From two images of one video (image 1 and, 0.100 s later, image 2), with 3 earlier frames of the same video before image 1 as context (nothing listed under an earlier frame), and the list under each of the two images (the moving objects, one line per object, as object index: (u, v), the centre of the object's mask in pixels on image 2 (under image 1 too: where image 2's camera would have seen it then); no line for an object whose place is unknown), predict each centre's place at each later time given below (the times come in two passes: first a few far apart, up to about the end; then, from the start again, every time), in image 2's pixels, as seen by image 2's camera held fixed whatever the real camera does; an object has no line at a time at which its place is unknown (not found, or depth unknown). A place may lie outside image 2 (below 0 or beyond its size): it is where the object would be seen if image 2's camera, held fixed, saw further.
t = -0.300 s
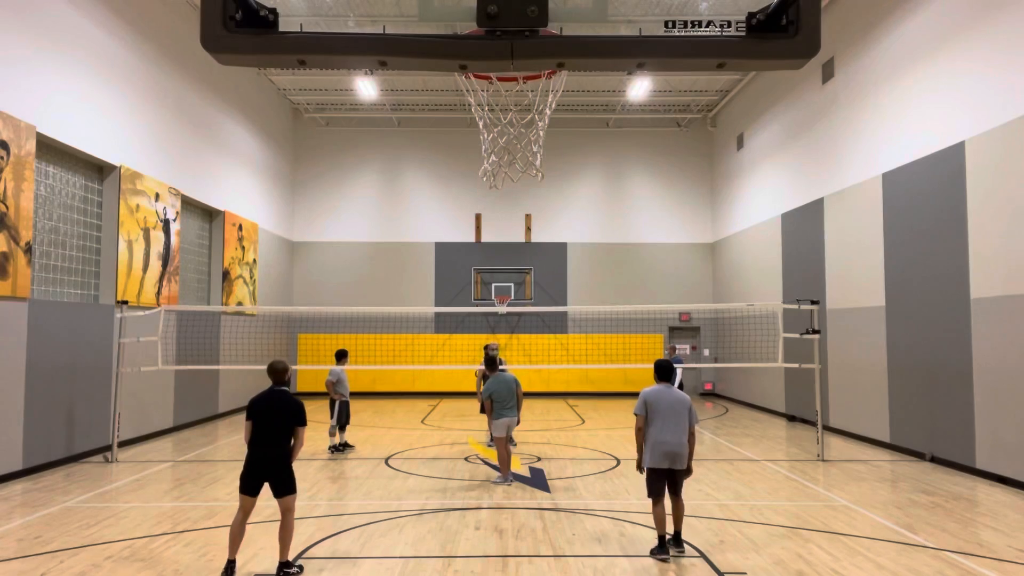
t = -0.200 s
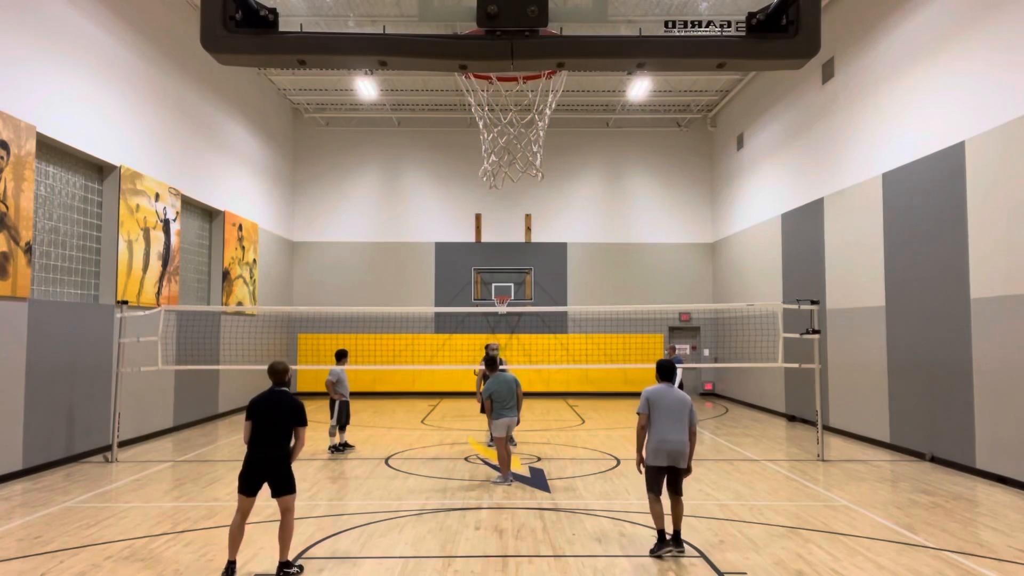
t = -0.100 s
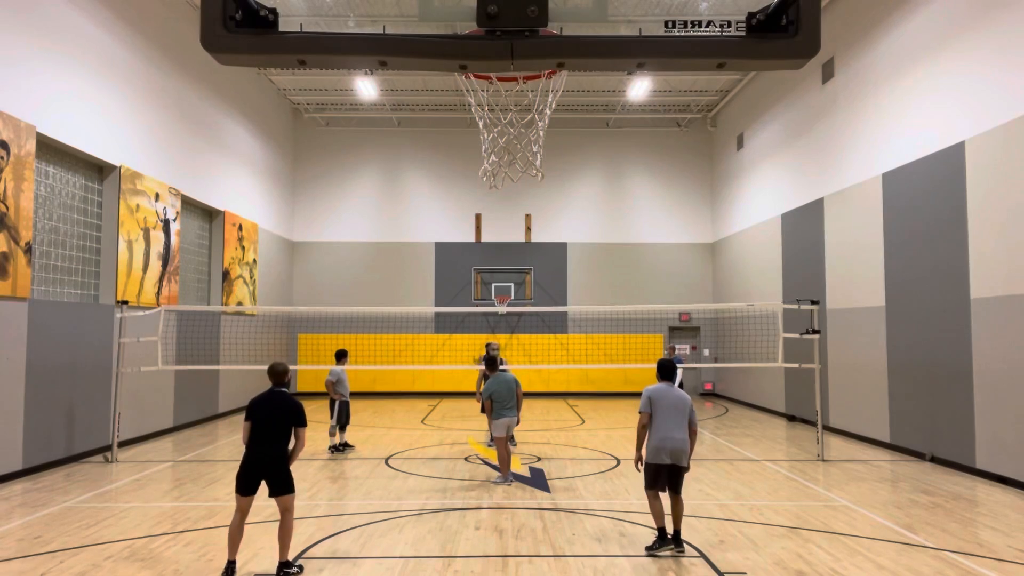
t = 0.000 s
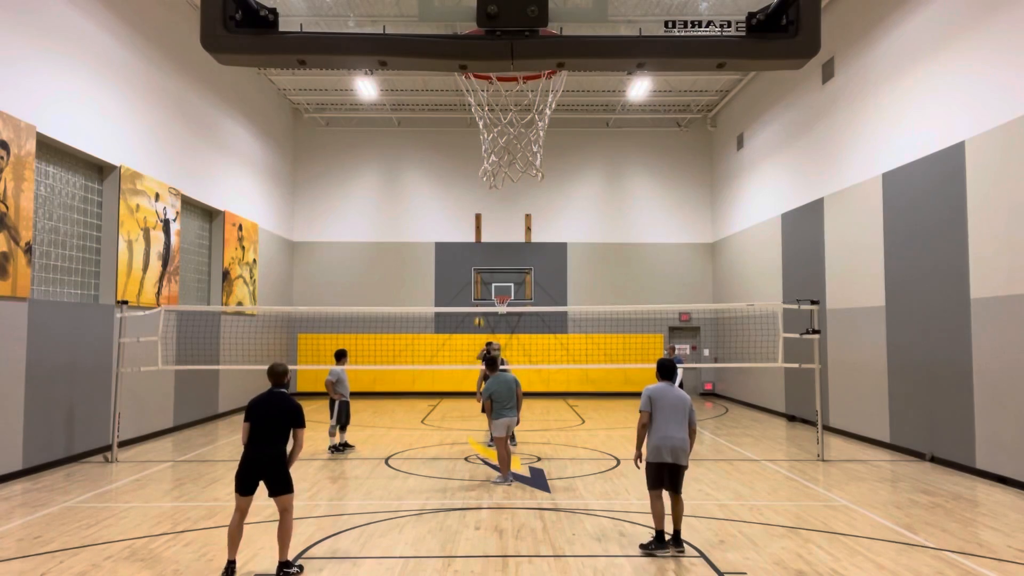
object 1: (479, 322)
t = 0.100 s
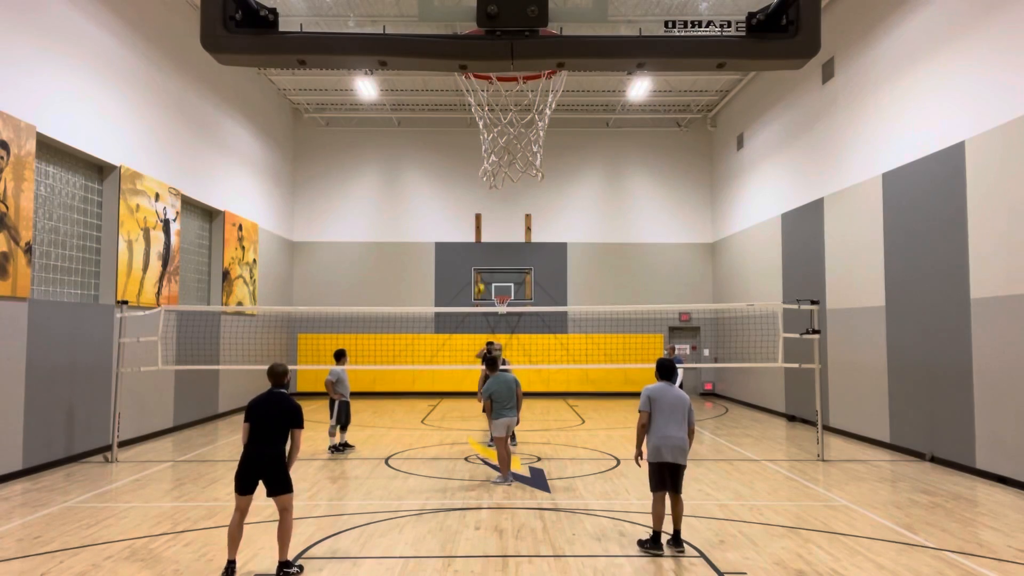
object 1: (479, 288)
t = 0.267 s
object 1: (481, 239)
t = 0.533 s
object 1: (479, 181)
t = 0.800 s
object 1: (474, 150)
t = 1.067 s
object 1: (465, 164)
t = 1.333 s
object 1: (452, 242)
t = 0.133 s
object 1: (480, 279)
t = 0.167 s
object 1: (481, 268)
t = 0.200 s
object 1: (481, 258)
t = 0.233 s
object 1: (481, 248)
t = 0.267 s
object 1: (481, 239)
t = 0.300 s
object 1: (481, 232)
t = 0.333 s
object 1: (481, 223)
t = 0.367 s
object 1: (481, 215)
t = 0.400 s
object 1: (480, 207)
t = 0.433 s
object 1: (480, 200)
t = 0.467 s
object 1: (480, 193)
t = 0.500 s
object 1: (480, 186)
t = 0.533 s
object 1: (479, 181)
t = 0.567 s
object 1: (478, 175)
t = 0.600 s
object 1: (477, 169)
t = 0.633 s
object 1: (477, 164)
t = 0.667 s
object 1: (476, 161)
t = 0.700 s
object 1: (476, 157)
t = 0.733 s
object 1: (475, 154)
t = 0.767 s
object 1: (475, 152)
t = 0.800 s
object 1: (474, 150)
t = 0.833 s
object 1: (473, 150)
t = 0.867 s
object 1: (472, 149)
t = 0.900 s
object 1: (471, 150)
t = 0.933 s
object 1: (470, 151)
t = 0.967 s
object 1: (469, 153)
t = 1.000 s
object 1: (467, 156)
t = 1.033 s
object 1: (466, 160)
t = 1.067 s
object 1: (465, 164)
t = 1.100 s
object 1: (463, 170)
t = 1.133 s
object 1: (461, 177)
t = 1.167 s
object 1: (460, 185)
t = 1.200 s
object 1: (459, 194)
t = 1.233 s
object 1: (457, 204)
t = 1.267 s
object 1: (456, 215)
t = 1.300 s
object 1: (454, 228)
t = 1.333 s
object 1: (452, 242)
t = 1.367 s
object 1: (451, 257)
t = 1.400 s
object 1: (450, 274)
